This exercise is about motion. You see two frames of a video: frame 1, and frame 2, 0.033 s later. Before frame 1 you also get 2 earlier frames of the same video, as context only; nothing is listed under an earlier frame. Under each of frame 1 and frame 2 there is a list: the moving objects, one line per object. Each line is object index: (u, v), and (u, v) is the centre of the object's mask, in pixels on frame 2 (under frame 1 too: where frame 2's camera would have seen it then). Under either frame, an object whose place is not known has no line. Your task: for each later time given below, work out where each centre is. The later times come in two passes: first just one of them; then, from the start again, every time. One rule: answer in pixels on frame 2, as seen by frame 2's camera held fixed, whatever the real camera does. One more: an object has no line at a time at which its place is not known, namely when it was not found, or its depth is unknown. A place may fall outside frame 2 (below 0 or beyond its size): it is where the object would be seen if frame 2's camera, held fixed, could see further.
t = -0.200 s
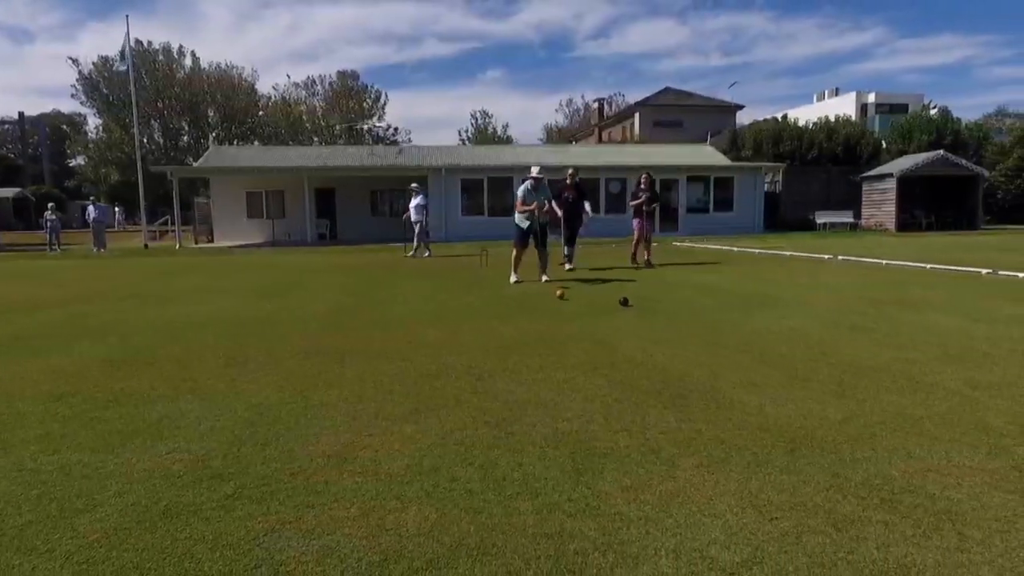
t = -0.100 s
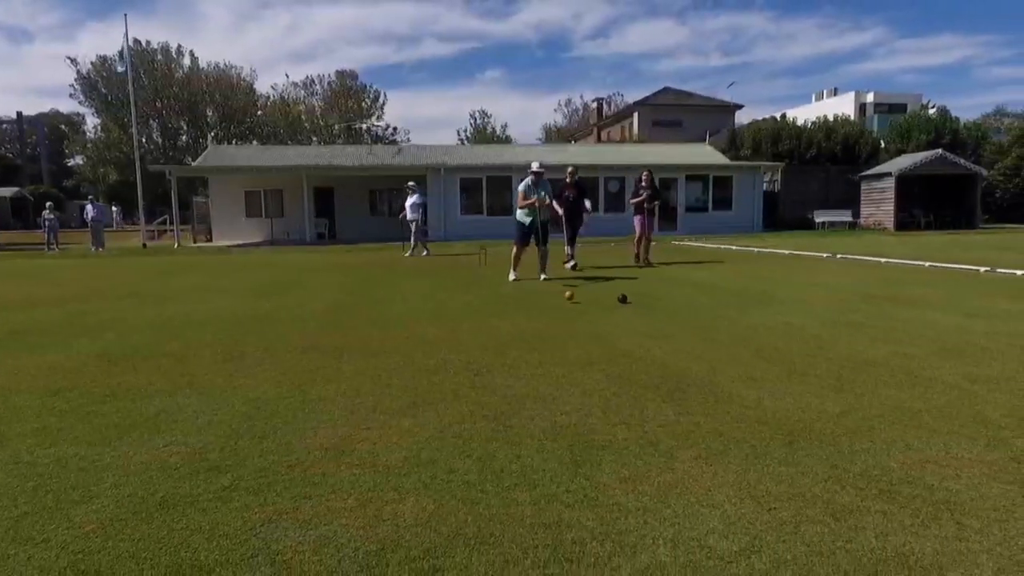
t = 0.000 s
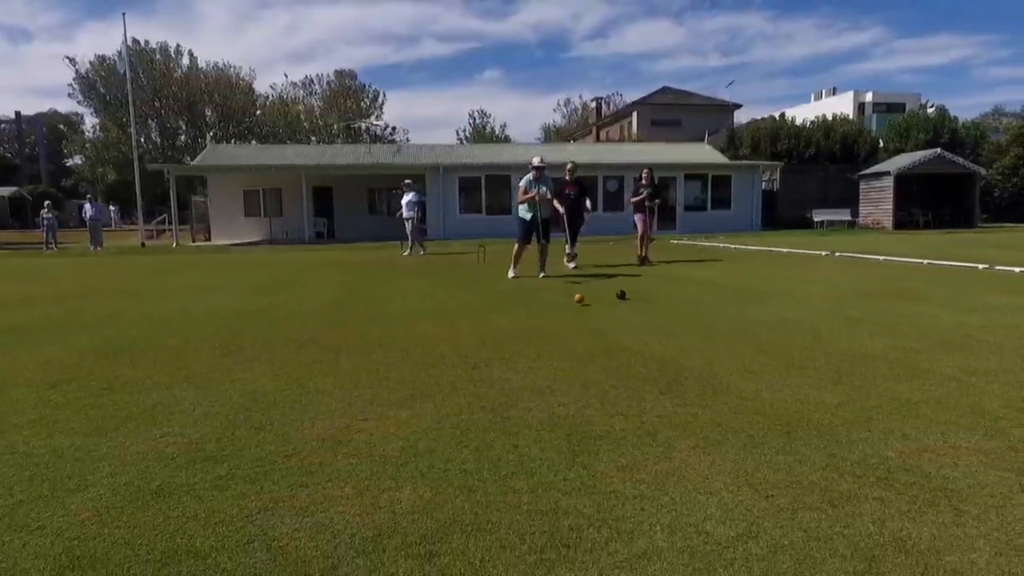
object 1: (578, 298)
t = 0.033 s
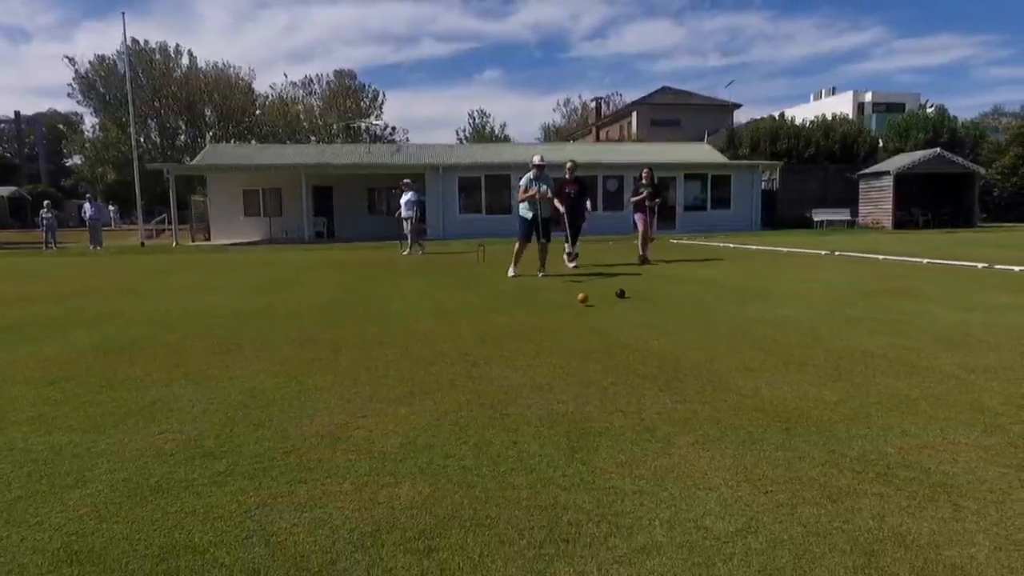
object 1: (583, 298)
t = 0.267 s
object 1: (613, 315)
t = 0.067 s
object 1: (586, 300)
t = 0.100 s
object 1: (590, 304)
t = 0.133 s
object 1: (594, 307)
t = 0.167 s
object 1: (598, 307)
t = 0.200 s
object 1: (603, 309)
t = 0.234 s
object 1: (608, 311)
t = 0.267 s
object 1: (613, 315)
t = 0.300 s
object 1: (618, 316)
